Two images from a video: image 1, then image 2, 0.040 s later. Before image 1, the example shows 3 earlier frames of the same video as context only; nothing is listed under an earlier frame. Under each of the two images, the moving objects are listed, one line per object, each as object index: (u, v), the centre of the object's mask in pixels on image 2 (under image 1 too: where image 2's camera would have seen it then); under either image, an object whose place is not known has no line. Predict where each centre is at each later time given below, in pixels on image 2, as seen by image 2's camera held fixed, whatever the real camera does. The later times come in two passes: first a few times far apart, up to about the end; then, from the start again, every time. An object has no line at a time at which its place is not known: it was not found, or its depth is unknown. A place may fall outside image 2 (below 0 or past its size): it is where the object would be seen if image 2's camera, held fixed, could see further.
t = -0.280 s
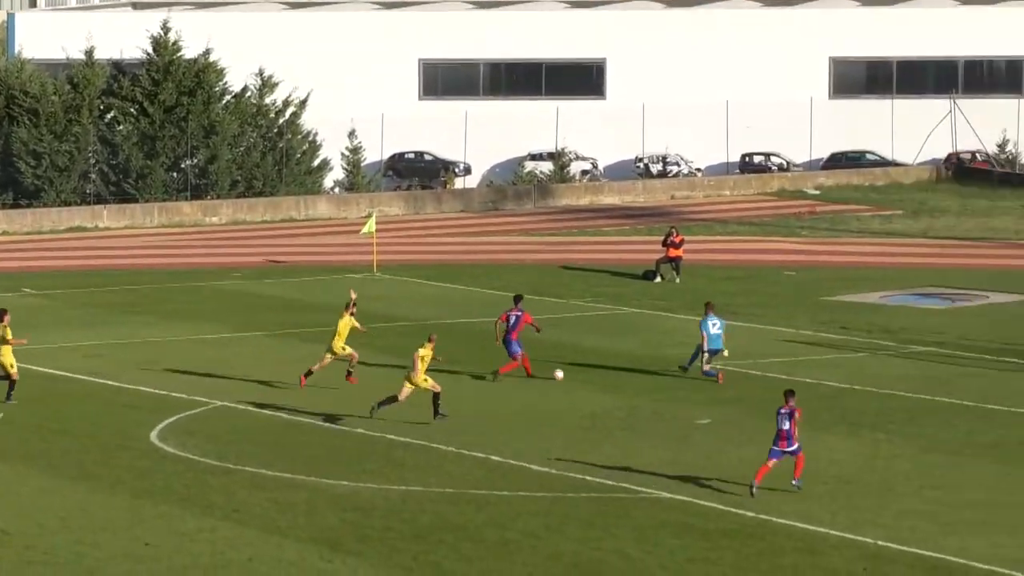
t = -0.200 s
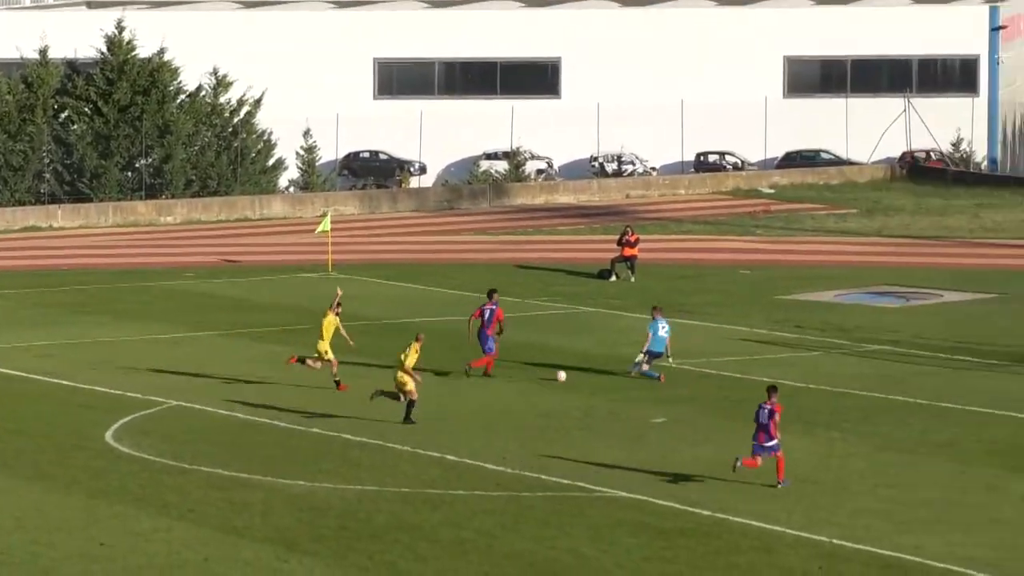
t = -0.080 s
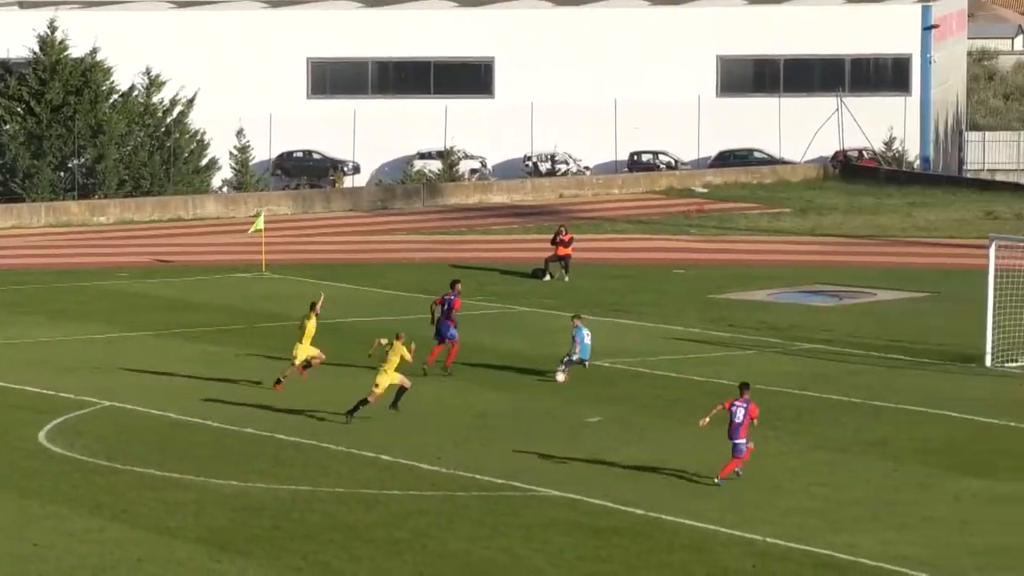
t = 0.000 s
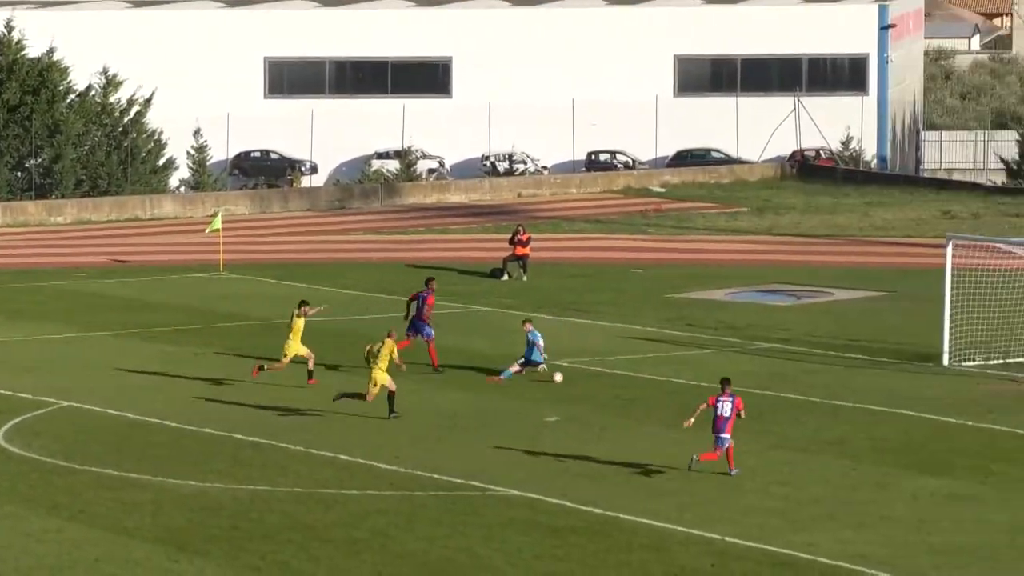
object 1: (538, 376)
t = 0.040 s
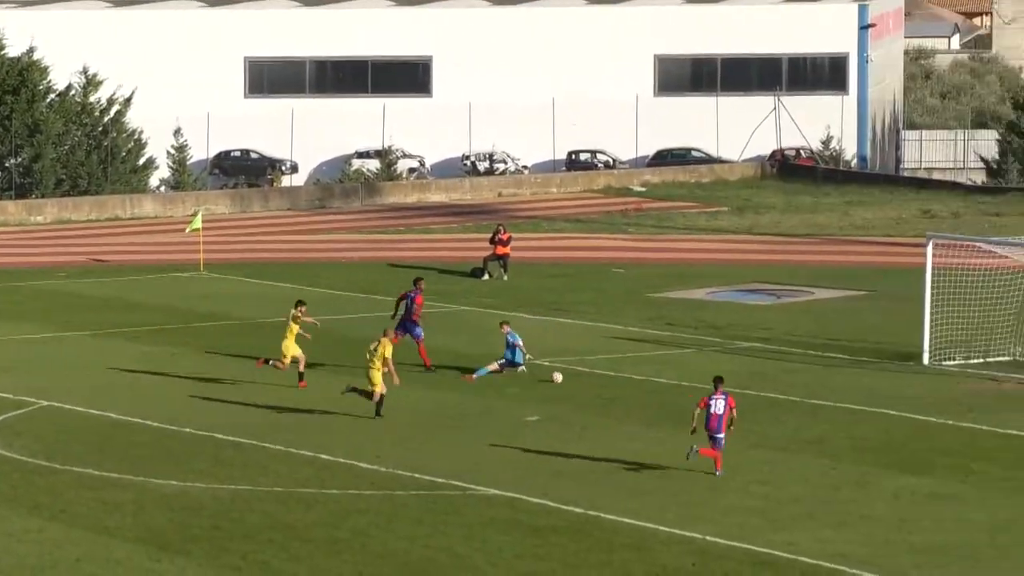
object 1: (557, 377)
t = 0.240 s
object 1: (643, 379)
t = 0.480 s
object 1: (739, 381)
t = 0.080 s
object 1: (575, 378)
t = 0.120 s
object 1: (593, 377)
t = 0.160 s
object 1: (610, 378)
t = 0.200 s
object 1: (626, 379)
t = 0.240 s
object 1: (643, 379)
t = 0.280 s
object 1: (659, 379)
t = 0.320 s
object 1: (676, 379)
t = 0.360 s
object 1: (691, 380)
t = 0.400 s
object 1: (707, 381)
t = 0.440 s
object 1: (723, 381)
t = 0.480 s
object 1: (739, 381)
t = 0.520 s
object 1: (754, 381)
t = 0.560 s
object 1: (770, 381)
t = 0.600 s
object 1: (785, 382)
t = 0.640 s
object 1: (801, 382)
